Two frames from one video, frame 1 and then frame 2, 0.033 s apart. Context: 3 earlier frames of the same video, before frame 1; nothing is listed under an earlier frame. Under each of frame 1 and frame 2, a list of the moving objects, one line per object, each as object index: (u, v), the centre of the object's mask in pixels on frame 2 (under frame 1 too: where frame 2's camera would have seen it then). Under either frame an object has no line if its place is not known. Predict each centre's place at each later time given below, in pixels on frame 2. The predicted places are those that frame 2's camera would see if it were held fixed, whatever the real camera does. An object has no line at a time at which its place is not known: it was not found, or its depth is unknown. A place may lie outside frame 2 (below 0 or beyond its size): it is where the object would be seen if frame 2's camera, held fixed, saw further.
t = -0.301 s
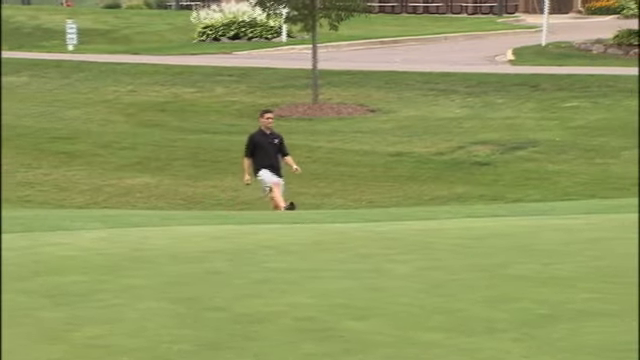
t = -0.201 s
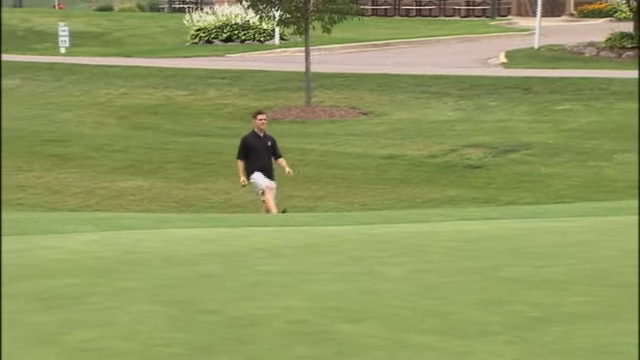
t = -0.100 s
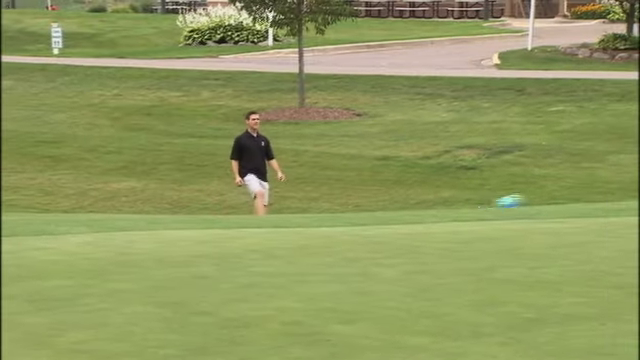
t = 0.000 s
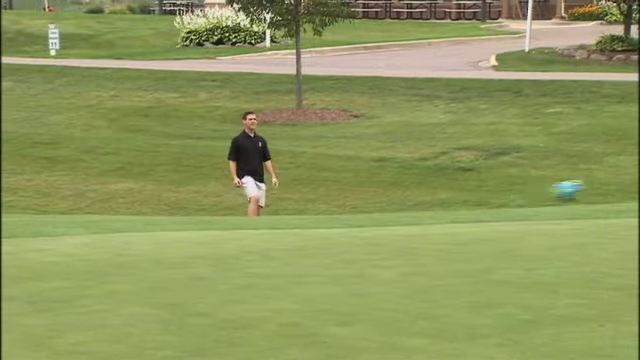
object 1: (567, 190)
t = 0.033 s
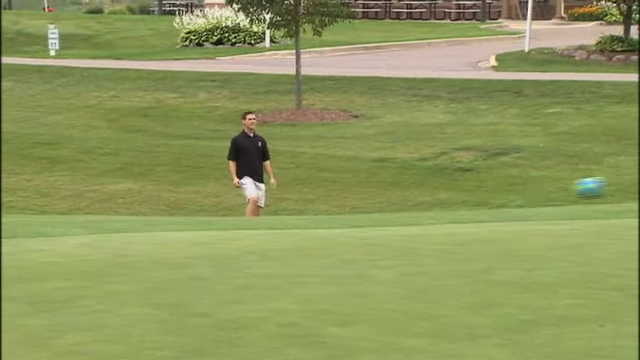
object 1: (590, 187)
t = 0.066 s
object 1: (611, 185)
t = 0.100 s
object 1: (630, 183)
